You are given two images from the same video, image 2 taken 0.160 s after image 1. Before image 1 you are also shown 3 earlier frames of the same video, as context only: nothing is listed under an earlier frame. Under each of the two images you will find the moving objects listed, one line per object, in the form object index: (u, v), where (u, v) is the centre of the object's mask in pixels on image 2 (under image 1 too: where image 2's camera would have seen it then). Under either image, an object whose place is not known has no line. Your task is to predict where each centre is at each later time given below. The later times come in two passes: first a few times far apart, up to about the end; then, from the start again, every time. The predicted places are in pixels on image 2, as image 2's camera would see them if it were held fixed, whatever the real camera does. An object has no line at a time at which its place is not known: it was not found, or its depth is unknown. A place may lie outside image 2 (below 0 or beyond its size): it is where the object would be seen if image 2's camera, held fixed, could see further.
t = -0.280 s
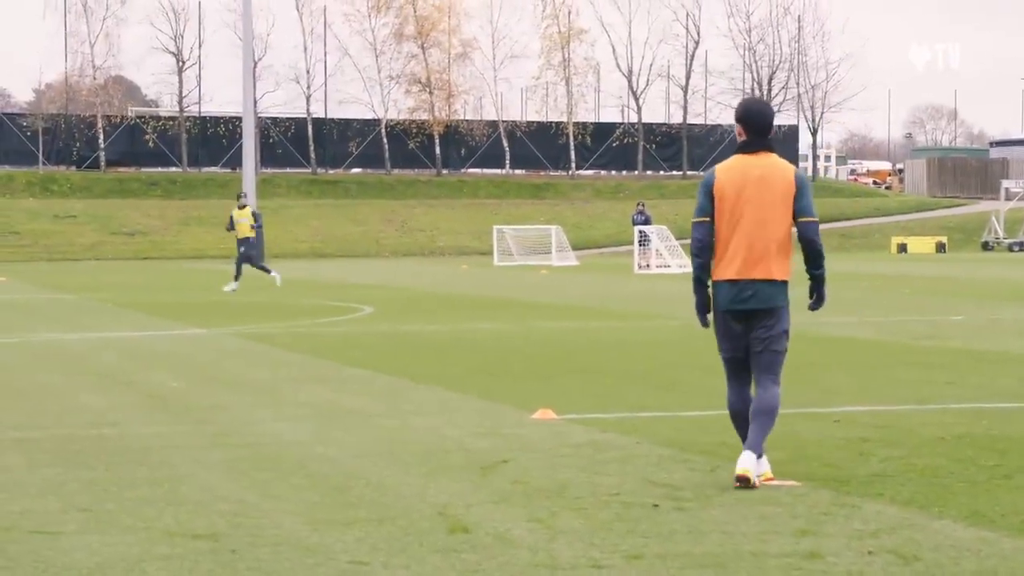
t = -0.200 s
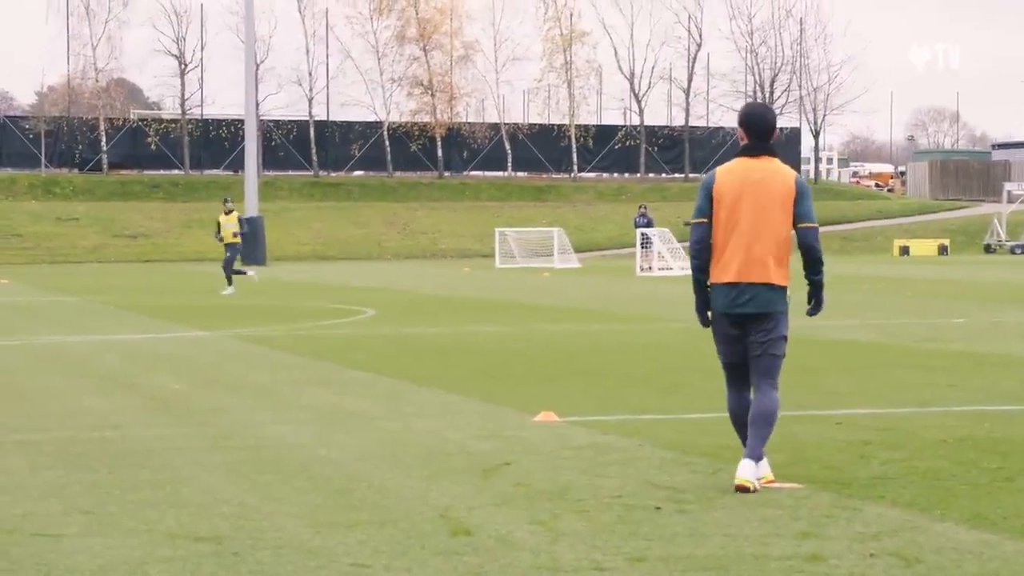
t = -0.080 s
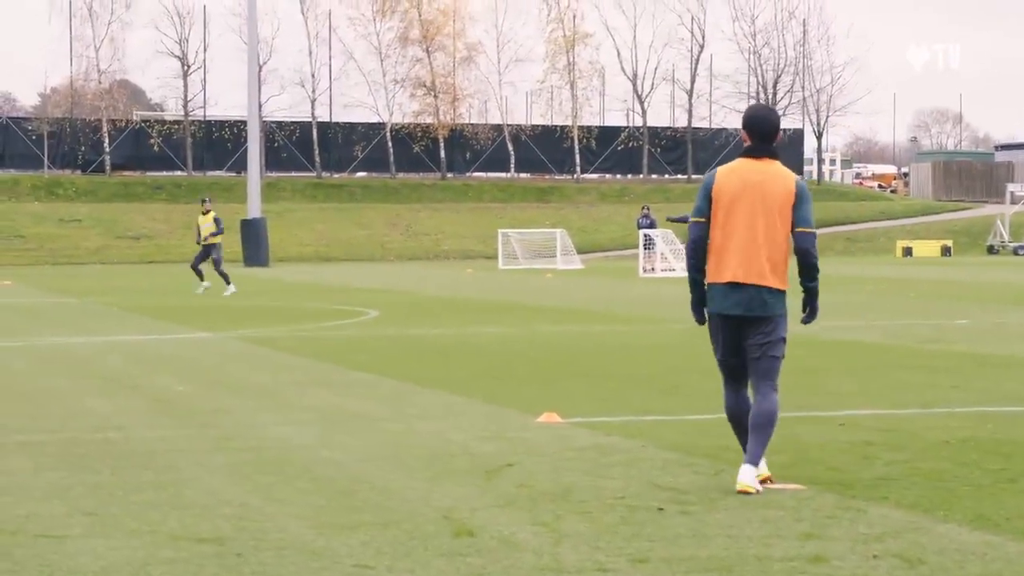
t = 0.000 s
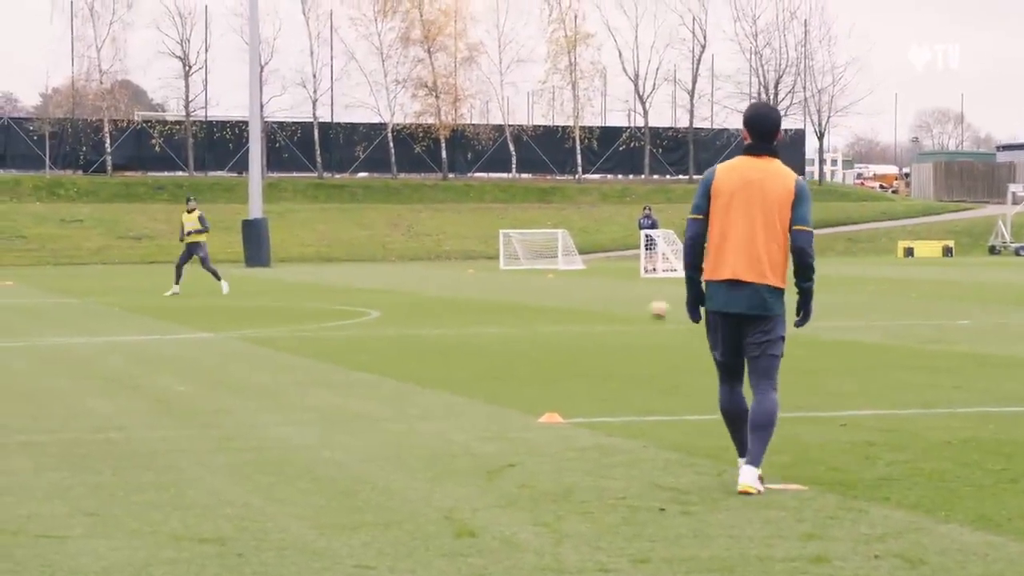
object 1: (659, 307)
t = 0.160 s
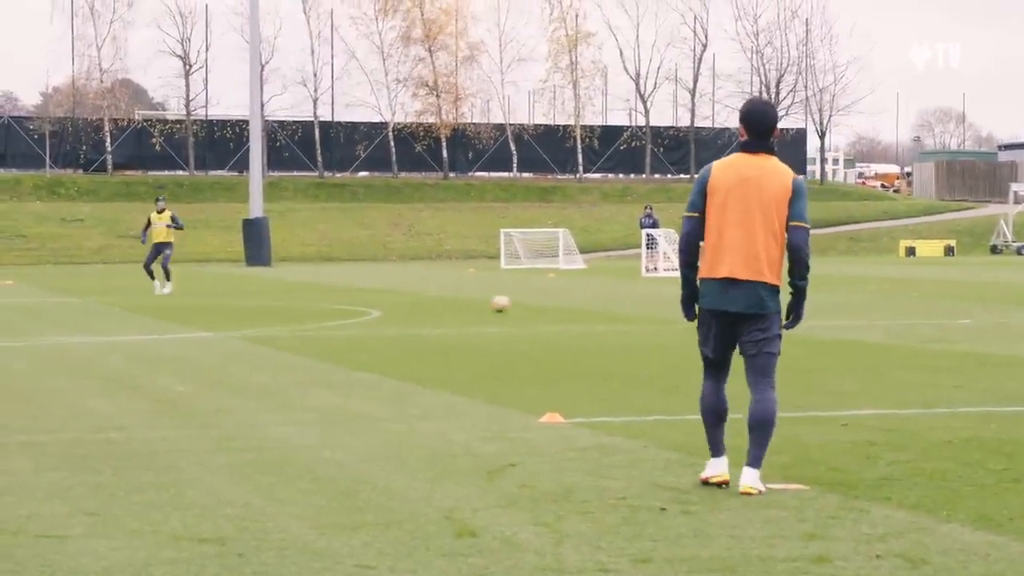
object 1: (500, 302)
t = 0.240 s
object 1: (433, 298)
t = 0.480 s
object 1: (263, 296)
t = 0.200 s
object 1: (466, 300)
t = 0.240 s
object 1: (433, 298)
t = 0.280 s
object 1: (401, 299)
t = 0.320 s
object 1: (370, 301)
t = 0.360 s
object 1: (343, 298)
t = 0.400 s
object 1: (316, 296)
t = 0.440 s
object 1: (289, 295)
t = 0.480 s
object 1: (263, 296)
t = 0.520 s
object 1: (237, 298)
